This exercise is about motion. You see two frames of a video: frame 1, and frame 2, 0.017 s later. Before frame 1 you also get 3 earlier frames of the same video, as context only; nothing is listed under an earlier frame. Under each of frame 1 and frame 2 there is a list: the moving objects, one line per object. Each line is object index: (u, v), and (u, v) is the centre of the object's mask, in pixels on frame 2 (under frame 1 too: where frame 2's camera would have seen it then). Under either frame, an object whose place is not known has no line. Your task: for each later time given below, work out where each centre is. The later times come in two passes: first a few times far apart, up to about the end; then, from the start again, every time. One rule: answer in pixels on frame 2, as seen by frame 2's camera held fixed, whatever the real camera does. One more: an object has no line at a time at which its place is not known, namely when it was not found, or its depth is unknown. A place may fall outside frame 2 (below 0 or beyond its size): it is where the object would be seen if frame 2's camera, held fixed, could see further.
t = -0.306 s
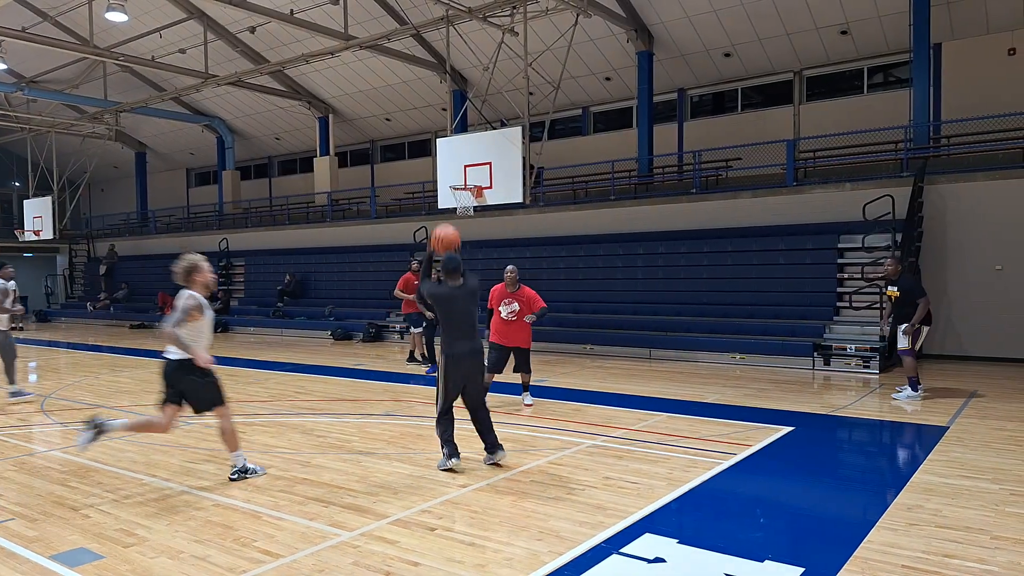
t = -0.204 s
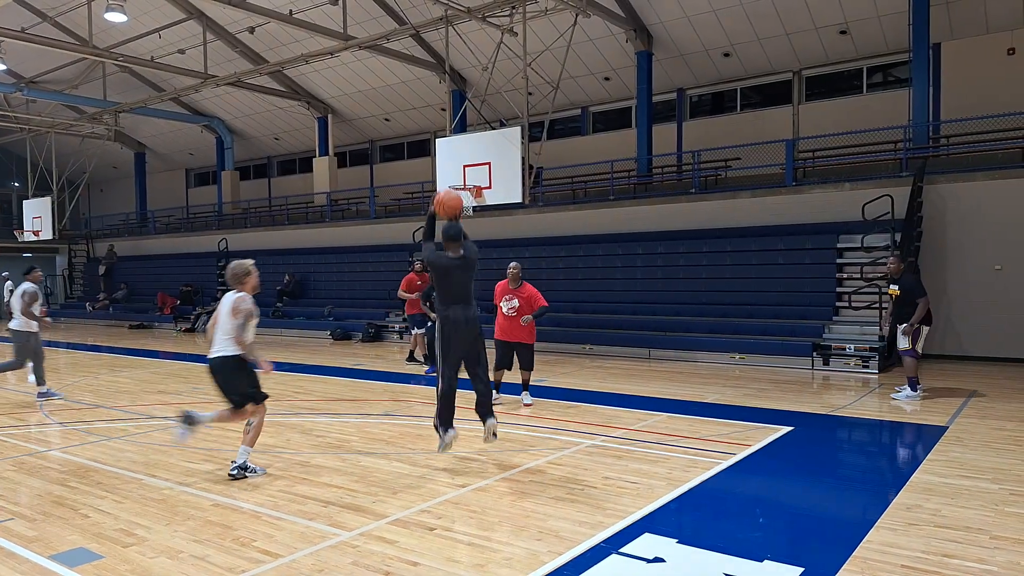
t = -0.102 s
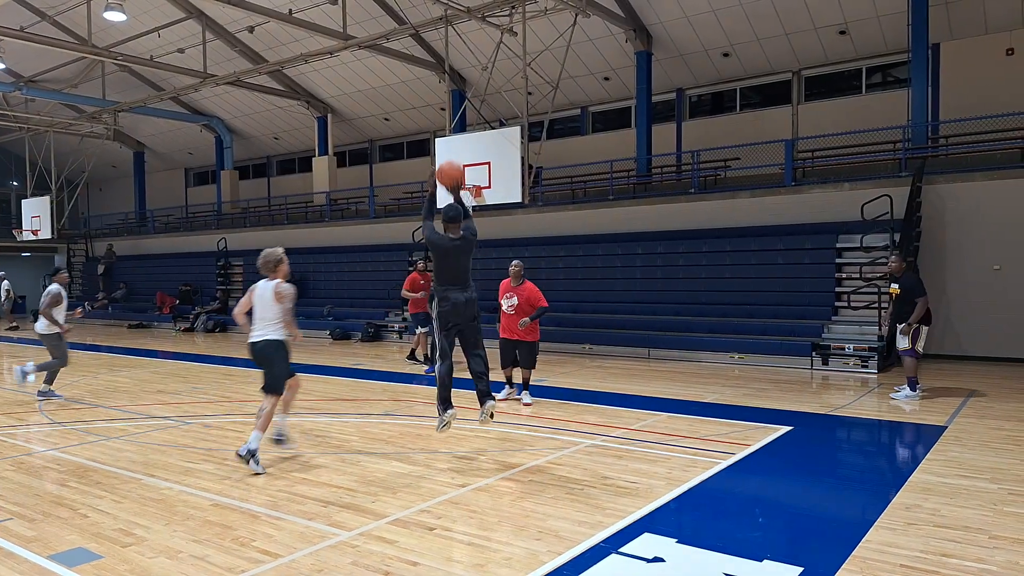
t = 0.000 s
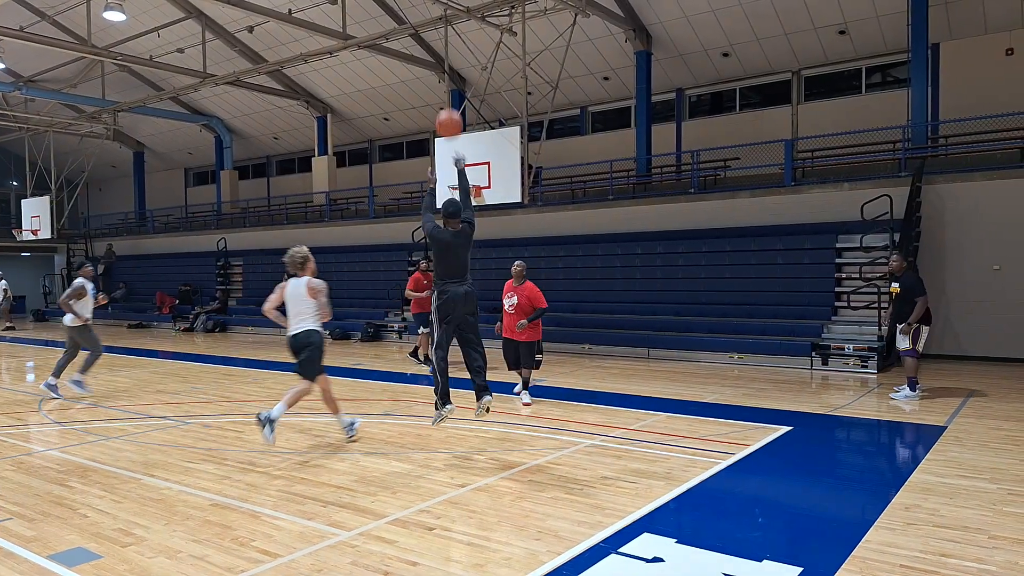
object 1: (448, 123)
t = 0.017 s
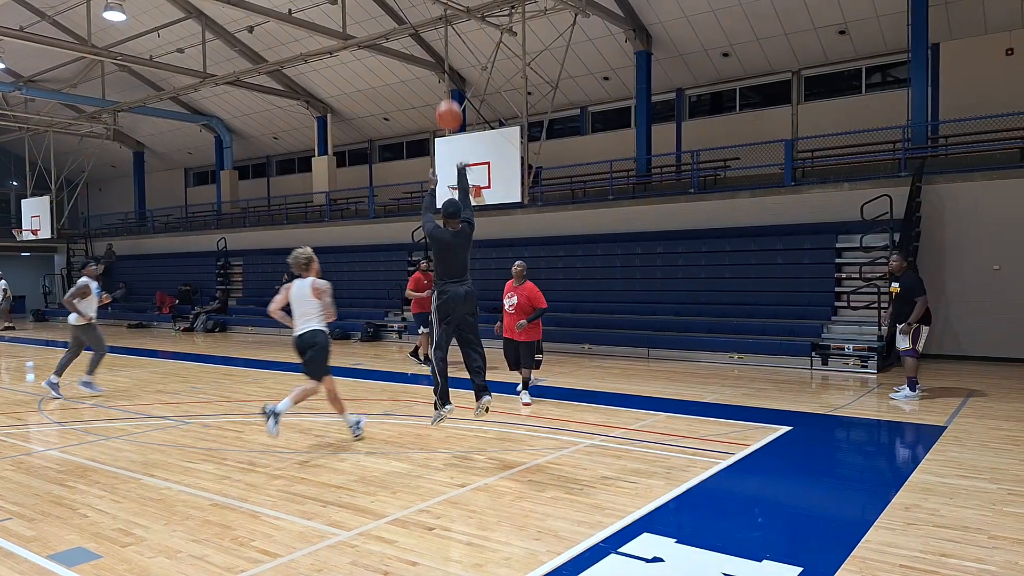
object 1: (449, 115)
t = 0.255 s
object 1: (448, 44)
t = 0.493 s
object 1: (452, 38)
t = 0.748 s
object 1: (450, 76)
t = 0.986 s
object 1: (449, 137)
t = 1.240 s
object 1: (464, 162)
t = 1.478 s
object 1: (470, 143)
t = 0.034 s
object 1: (448, 107)
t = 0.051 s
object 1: (448, 99)
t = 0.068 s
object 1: (449, 92)
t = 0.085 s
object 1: (448, 86)
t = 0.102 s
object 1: (448, 80)
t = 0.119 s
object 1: (448, 74)
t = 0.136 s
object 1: (448, 69)
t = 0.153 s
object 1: (448, 65)
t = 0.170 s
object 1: (448, 60)
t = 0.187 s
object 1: (448, 56)
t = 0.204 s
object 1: (448, 53)
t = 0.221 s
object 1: (448, 49)
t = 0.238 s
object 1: (448, 46)
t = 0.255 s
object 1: (448, 44)
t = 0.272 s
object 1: (448, 42)
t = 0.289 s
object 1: (449, 39)
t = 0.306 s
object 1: (449, 38)
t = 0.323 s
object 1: (450, 37)
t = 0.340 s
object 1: (450, 36)
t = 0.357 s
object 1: (450, 35)
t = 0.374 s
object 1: (450, 35)
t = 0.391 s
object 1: (450, 34)
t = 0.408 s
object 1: (450, 34)
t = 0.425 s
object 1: (450, 35)
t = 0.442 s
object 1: (451, 35)
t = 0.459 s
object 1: (451, 35)
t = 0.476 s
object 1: (451, 36)
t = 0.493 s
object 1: (452, 38)
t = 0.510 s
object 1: (451, 39)
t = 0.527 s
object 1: (451, 41)
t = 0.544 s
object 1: (451, 42)
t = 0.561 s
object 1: (451, 45)
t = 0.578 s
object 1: (450, 47)
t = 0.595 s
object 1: (450, 49)
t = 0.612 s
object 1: (450, 51)
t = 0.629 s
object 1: (450, 54)
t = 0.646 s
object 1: (450, 57)
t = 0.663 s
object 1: (449, 60)
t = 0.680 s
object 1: (450, 63)
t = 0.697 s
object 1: (449, 65)
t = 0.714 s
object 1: (449, 69)
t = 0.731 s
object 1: (449, 73)
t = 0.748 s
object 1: (450, 76)
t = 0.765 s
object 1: (449, 79)
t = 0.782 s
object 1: (448, 83)
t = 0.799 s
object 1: (448, 86)
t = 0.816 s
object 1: (449, 91)
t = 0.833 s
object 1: (448, 95)
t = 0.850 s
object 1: (448, 100)
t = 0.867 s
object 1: (448, 104)
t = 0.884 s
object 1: (449, 108)
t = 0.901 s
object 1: (449, 113)
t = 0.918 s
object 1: (449, 119)
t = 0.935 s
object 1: (449, 123)
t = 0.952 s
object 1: (449, 127)
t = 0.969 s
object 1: (449, 132)
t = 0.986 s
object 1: (449, 137)
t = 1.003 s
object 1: (449, 144)
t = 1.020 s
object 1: (450, 149)
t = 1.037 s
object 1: (450, 155)
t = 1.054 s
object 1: (450, 161)
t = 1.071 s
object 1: (450, 166)
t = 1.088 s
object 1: (450, 171)
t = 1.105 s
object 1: (450, 177)
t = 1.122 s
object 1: (451, 180)
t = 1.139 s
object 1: (453, 177)
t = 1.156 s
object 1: (455, 174)
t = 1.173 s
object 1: (457, 171)
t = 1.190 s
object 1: (459, 168)
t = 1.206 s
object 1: (460, 166)
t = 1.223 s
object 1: (462, 164)
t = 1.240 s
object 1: (464, 162)
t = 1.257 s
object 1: (466, 160)
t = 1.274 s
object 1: (468, 158)
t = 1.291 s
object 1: (469, 157)
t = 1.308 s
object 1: (470, 155)
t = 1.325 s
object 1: (470, 153)
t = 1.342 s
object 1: (470, 151)
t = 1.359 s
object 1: (470, 150)
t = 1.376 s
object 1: (470, 148)
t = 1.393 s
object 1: (470, 147)
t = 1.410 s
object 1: (470, 146)
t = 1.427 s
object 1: (470, 145)
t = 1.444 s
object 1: (470, 144)
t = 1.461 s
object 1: (470, 143)
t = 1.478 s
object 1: (470, 143)
